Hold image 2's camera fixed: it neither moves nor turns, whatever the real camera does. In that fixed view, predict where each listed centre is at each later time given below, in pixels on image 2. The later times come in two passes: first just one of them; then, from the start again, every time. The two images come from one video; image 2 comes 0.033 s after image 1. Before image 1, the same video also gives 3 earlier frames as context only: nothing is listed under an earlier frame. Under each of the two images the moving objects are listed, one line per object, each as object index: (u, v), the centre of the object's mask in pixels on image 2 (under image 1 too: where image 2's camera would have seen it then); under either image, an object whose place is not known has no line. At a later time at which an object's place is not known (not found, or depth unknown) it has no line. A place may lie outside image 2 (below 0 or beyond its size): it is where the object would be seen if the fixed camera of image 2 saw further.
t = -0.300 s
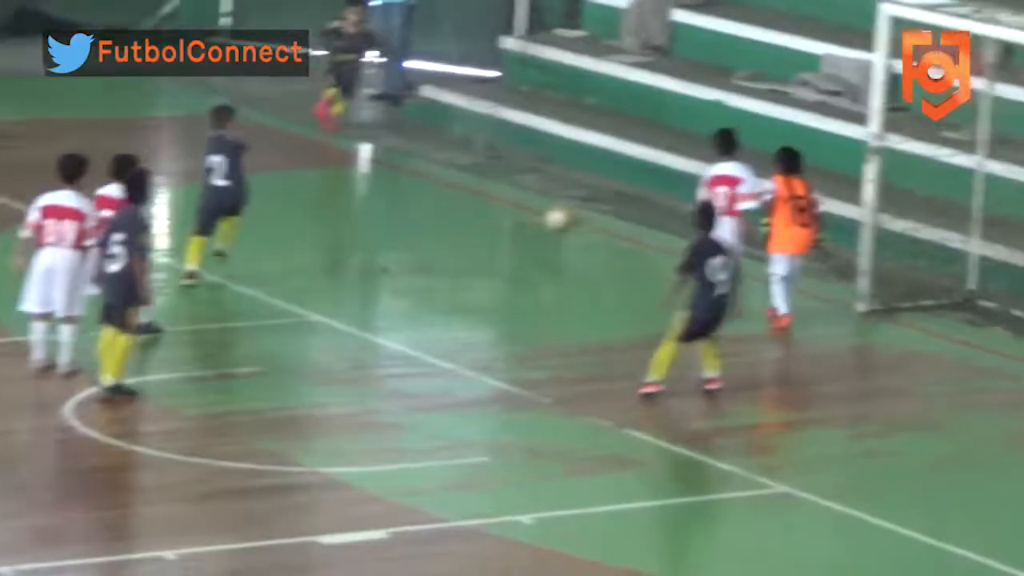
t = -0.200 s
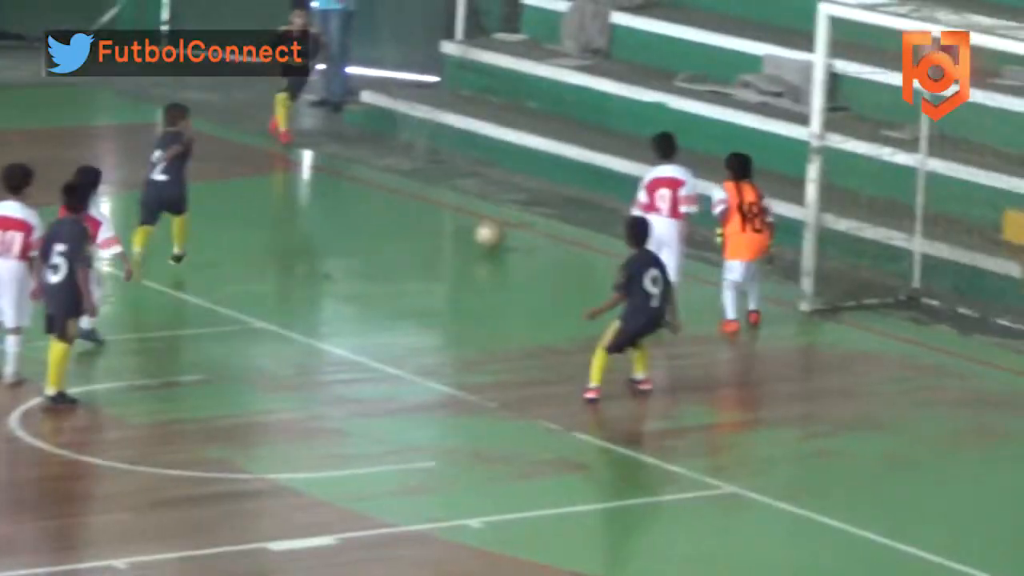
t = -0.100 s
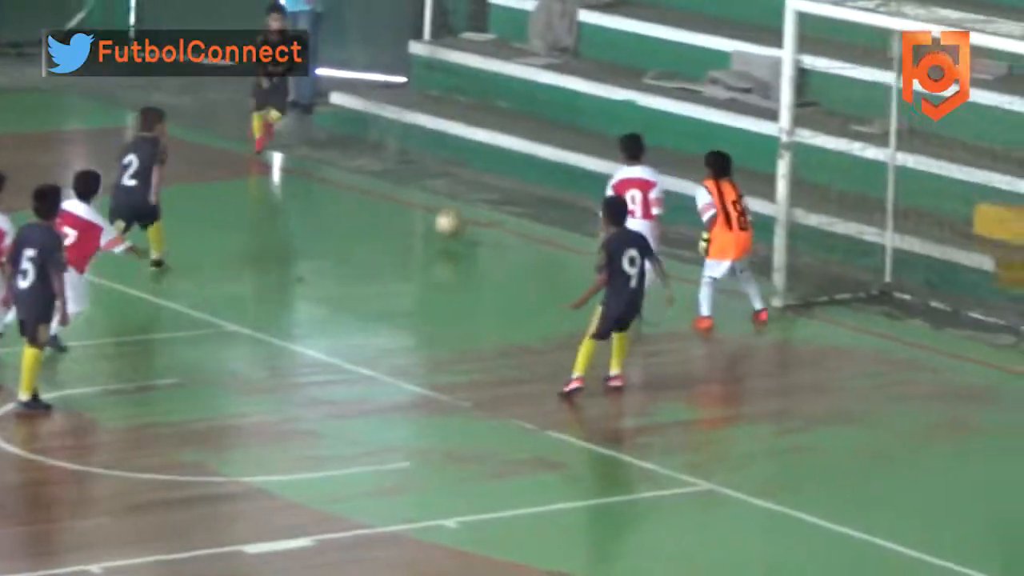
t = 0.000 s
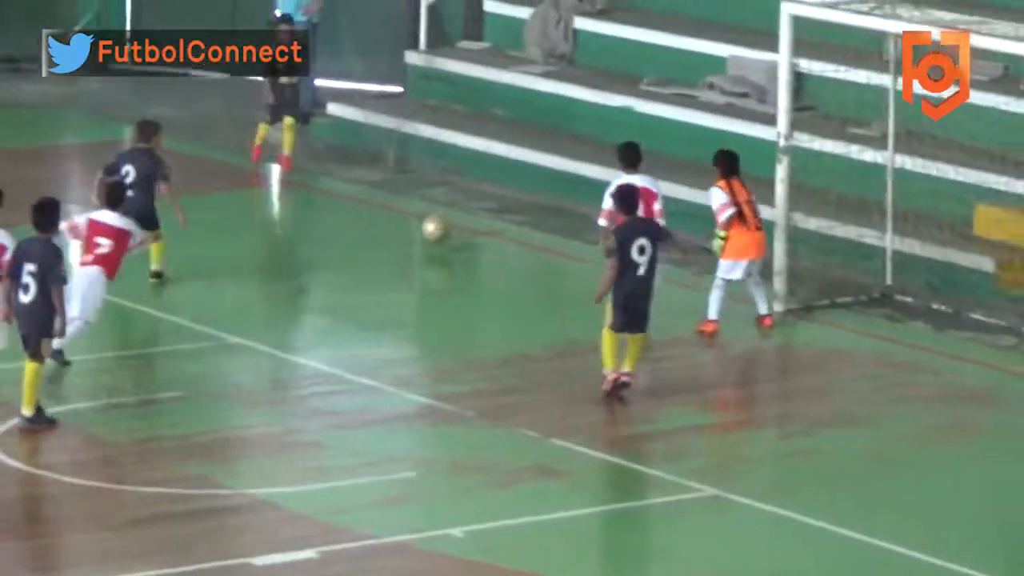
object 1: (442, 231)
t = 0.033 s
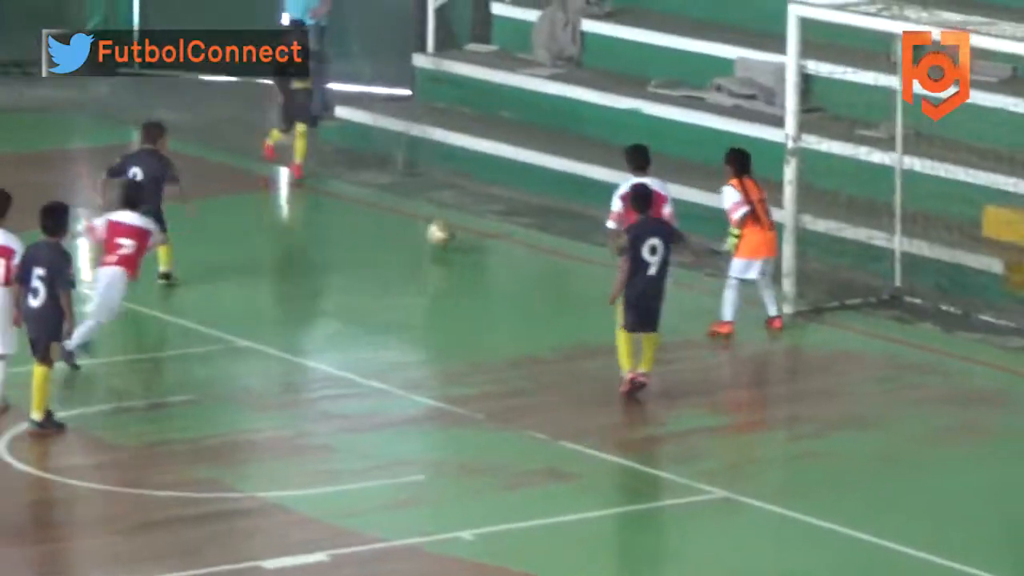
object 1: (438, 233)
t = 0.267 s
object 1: (414, 225)
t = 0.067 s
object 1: (434, 235)
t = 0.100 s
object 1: (433, 231)
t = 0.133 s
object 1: (428, 228)
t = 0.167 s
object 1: (424, 226)
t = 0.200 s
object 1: (421, 226)
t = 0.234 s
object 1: (418, 228)
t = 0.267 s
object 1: (414, 225)
